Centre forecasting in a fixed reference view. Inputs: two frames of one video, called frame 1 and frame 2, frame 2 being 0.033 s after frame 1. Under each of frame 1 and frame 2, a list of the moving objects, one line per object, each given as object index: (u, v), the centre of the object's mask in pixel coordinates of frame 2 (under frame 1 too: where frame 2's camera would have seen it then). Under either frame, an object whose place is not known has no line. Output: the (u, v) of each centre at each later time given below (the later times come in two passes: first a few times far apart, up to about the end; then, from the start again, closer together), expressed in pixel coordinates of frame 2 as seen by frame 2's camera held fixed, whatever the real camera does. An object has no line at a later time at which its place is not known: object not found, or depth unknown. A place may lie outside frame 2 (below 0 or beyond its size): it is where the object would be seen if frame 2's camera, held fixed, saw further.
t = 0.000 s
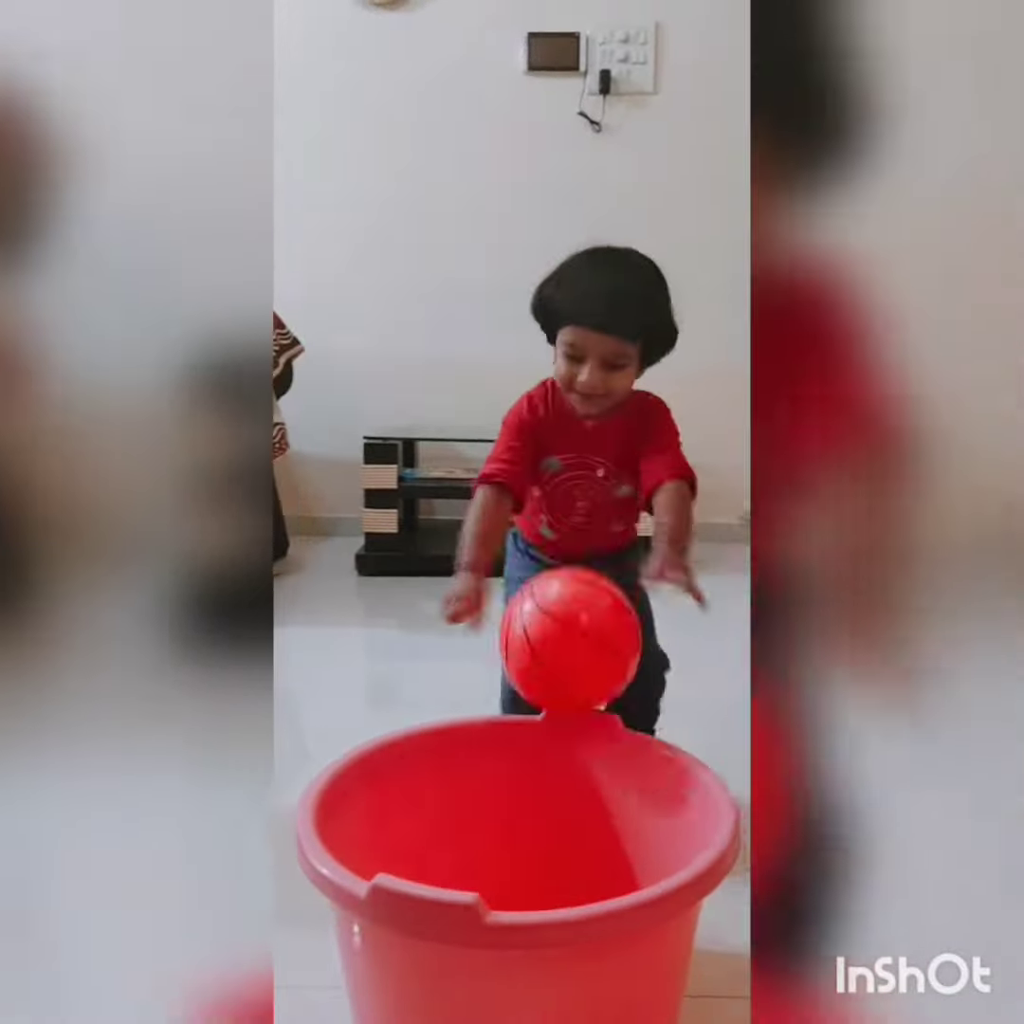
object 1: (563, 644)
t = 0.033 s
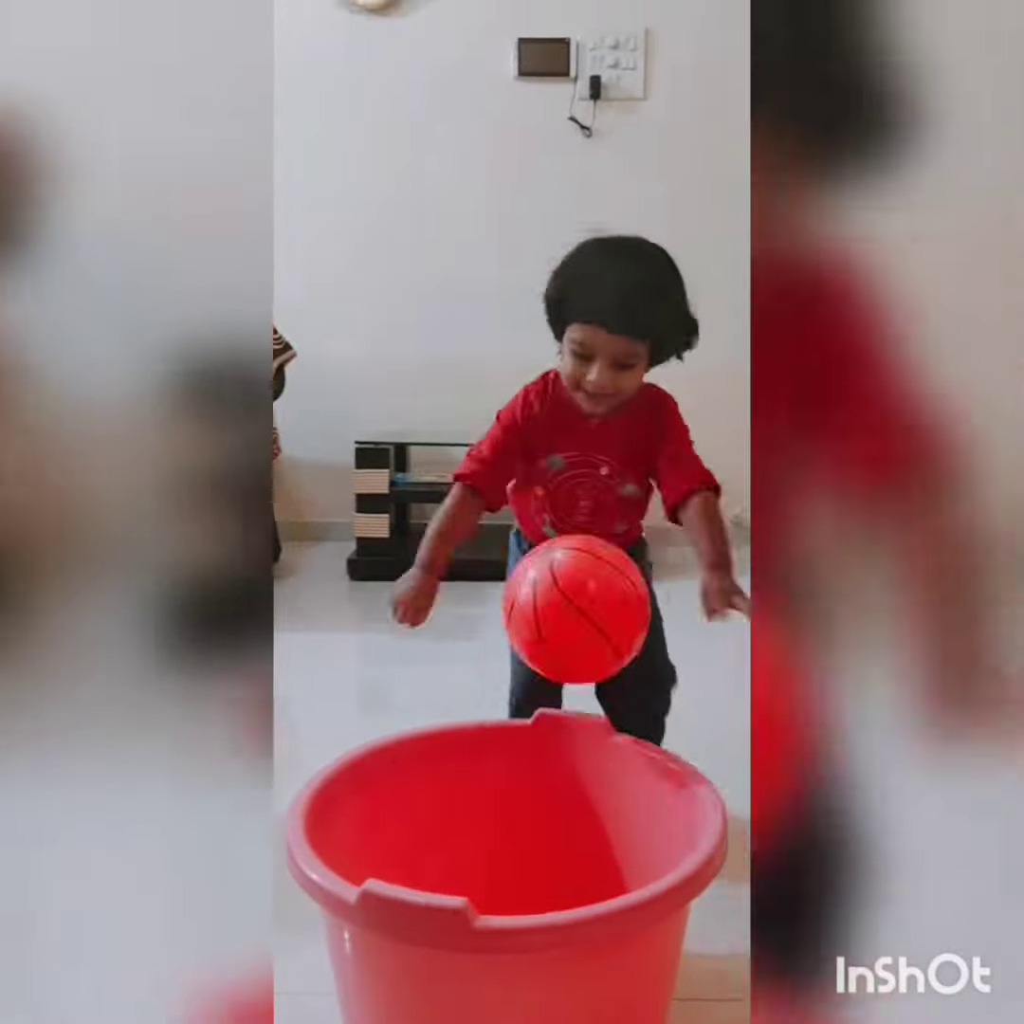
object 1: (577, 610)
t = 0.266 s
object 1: (575, 869)
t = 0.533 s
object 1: (445, 874)
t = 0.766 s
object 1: (459, 869)
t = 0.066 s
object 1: (582, 613)
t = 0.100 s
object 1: (593, 644)
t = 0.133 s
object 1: (604, 707)
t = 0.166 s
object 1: (605, 729)
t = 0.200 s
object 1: (606, 762)
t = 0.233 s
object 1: (598, 844)
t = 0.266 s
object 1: (575, 869)
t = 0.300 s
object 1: (530, 879)
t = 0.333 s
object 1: (516, 873)
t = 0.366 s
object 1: (493, 871)
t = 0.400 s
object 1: (476, 872)
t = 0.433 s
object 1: (469, 878)
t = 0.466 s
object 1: (448, 869)
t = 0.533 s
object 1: (445, 874)
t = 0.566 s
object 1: (444, 871)
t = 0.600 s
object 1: (452, 873)
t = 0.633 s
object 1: (450, 869)
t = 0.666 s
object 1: (448, 867)
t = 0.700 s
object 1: (451, 868)
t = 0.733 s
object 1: (454, 868)
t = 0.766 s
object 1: (459, 869)
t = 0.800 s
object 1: (465, 869)
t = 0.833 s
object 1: (467, 866)
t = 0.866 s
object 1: (473, 867)
